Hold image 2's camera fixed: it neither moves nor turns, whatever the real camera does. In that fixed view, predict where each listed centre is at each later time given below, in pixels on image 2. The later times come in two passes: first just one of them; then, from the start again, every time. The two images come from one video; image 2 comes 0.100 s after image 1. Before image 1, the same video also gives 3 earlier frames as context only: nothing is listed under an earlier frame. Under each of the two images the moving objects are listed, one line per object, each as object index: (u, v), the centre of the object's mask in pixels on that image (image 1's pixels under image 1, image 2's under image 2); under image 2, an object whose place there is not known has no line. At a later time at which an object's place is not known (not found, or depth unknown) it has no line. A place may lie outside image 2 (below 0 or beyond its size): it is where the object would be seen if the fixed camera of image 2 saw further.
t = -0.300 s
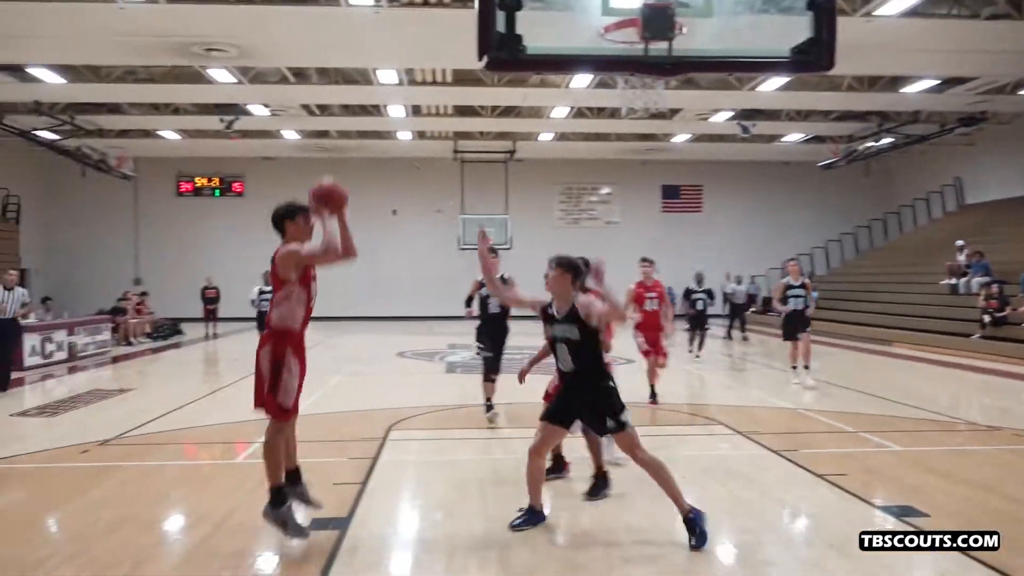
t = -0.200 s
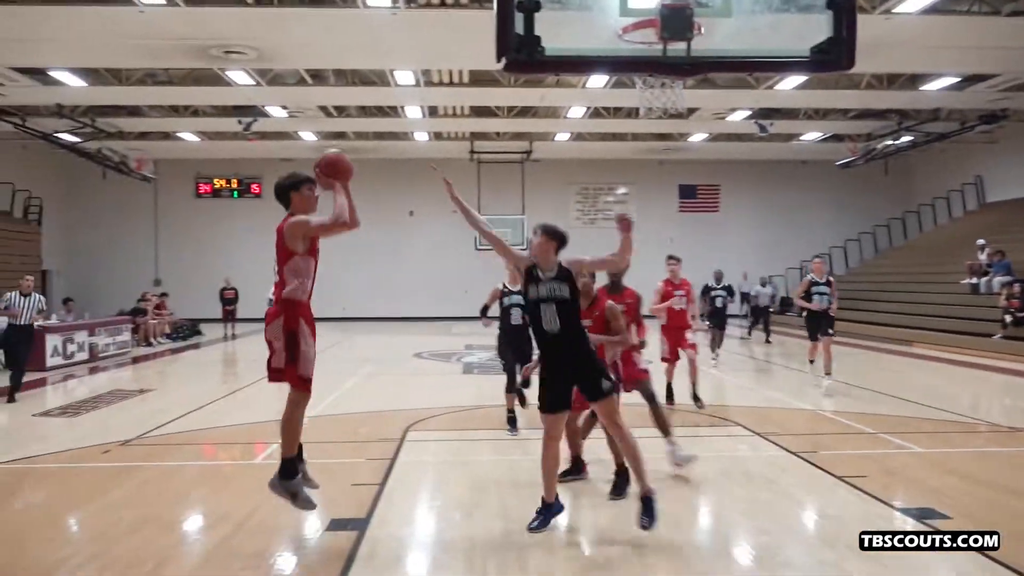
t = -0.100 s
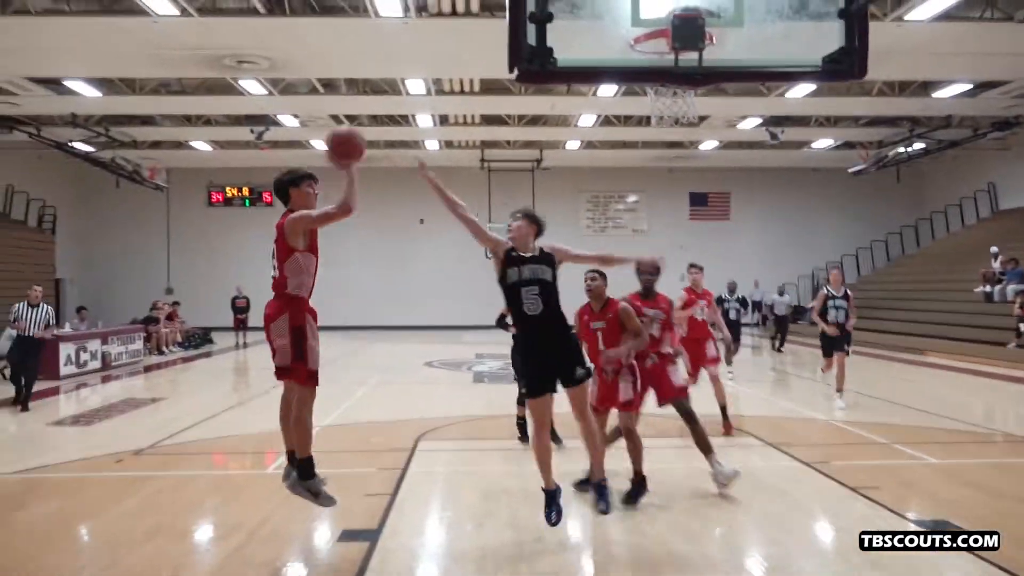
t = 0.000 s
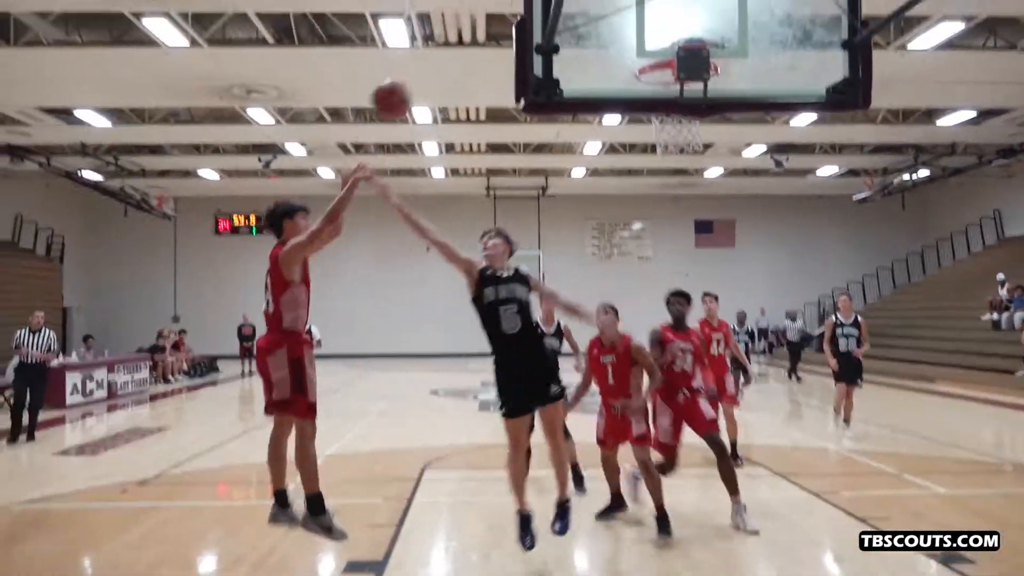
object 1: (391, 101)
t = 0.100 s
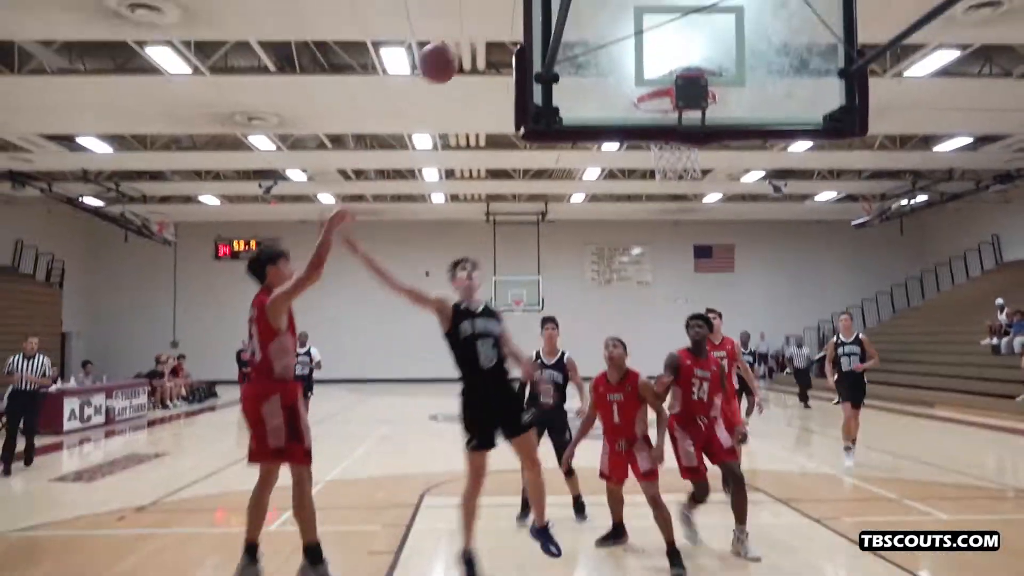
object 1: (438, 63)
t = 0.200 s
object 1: (490, 11)
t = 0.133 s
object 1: (454, 46)
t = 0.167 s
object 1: (471, 31)
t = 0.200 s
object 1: (490, 11)
